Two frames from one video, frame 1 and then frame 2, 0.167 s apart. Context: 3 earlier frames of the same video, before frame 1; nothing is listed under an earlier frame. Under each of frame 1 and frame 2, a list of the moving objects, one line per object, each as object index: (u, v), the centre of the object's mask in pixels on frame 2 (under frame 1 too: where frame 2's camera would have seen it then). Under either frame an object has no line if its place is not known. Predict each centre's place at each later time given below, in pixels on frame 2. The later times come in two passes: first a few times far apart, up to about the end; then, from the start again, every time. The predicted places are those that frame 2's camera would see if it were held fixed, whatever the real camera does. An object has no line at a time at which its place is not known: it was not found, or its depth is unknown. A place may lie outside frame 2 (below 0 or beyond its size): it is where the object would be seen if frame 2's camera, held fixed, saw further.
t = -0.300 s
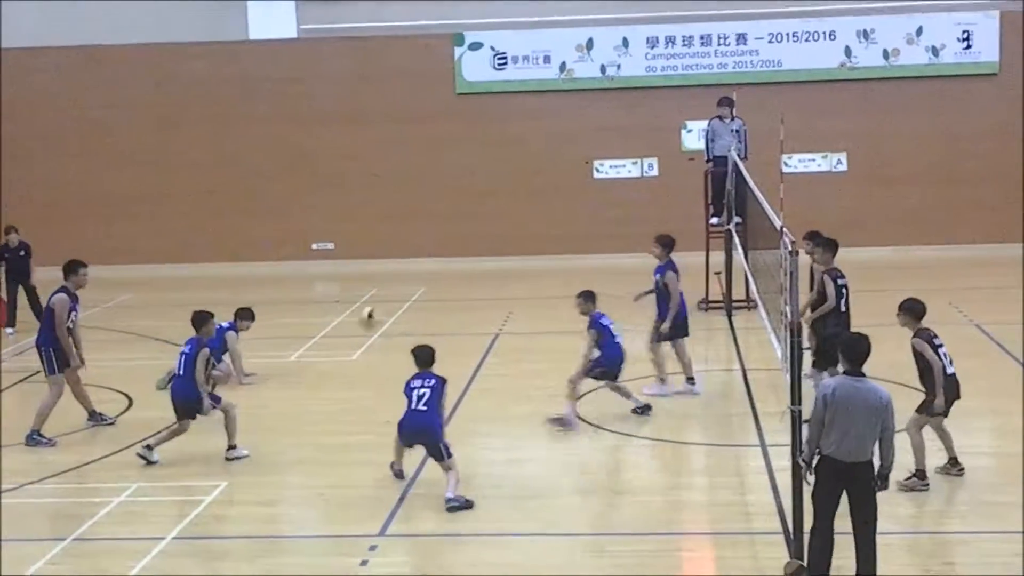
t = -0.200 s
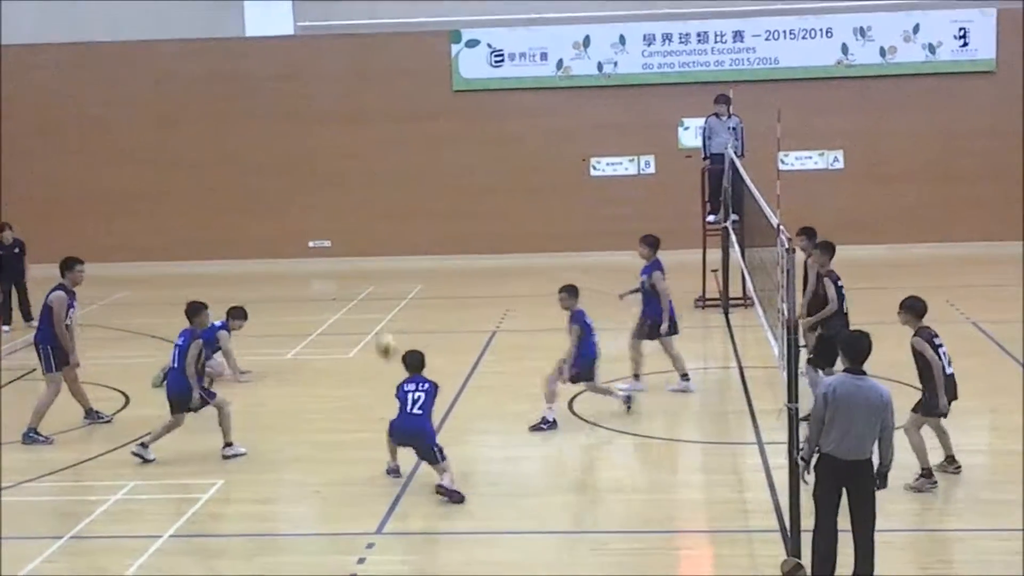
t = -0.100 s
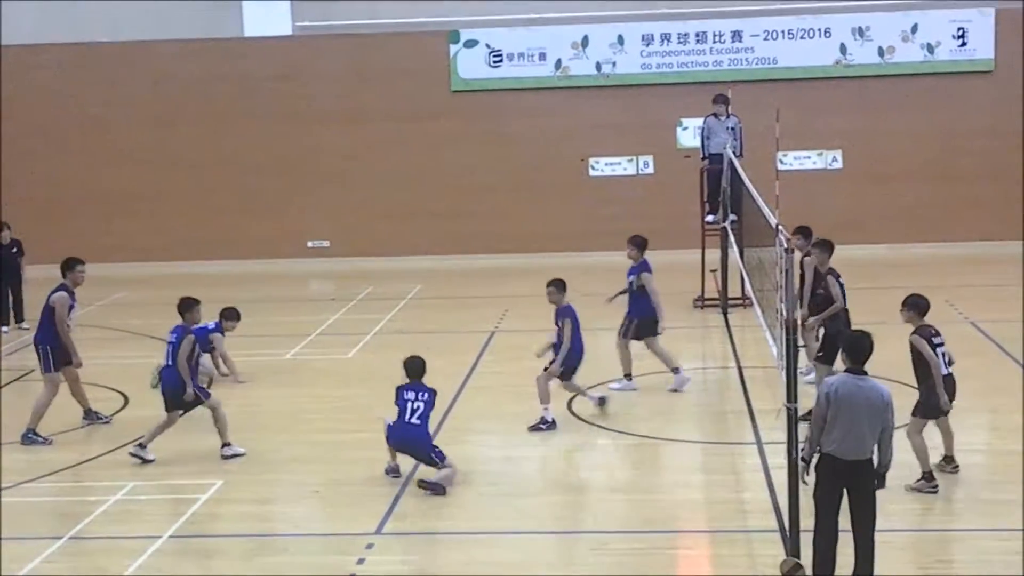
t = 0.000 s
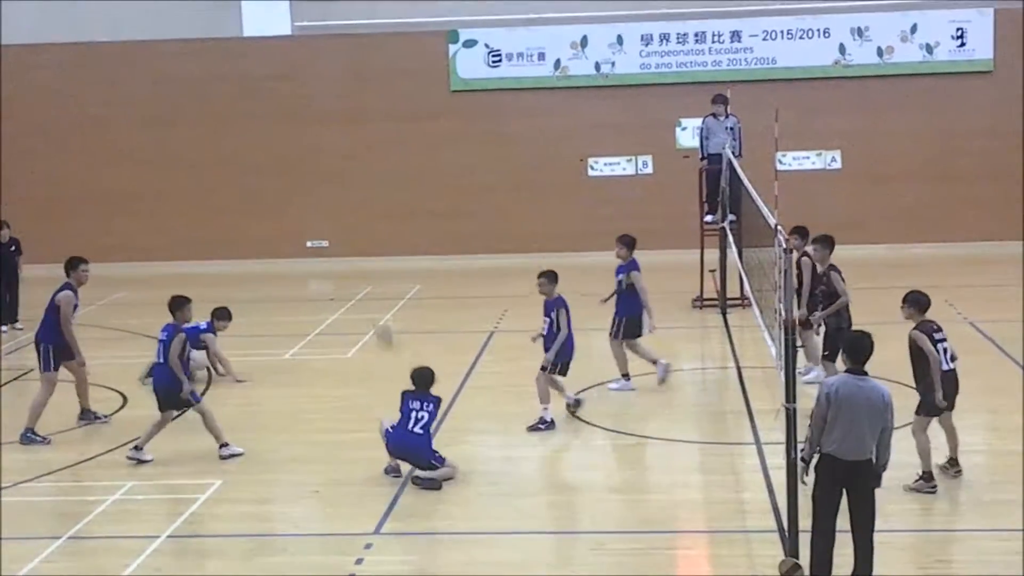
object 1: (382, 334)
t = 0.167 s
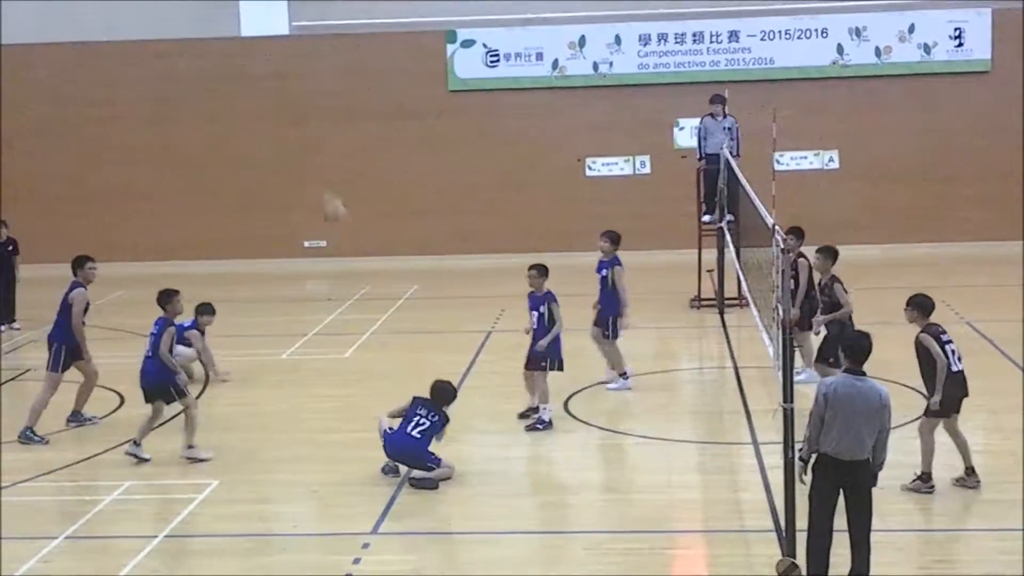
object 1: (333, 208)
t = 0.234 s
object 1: (313, 170)
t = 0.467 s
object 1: (252, 81)
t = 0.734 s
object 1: (193, 51)
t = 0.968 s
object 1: (150, 81)
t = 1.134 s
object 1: (126, 132)
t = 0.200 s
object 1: (323, 188)
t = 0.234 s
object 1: (313, 170)
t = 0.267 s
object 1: (305, 154)
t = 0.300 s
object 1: (295, 139)
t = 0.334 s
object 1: (285, 122)
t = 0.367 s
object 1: (276, 111)
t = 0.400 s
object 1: (269, 99)
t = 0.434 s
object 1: (260, 90)
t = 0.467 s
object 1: (252, 81)
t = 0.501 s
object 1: (244, 74)
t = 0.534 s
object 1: (236, 68)
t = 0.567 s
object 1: (228, 62)
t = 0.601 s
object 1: (220, 56)
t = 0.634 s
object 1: (211, 54)
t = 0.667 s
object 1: (206, 52)
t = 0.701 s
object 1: (199, 51)
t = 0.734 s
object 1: (193, 51)
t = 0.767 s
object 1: (185, 53)
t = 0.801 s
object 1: (179, 53)
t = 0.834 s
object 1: (173, 57)
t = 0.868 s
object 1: (168, 60)
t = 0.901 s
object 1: (161, 66)
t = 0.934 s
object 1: (156, 74)
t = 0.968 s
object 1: (150, 81)
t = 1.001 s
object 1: (144, 90)
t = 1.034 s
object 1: (140, 98)
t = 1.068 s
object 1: (136, 108)
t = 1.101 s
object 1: (132, 118)
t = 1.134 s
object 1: (126, 132)
